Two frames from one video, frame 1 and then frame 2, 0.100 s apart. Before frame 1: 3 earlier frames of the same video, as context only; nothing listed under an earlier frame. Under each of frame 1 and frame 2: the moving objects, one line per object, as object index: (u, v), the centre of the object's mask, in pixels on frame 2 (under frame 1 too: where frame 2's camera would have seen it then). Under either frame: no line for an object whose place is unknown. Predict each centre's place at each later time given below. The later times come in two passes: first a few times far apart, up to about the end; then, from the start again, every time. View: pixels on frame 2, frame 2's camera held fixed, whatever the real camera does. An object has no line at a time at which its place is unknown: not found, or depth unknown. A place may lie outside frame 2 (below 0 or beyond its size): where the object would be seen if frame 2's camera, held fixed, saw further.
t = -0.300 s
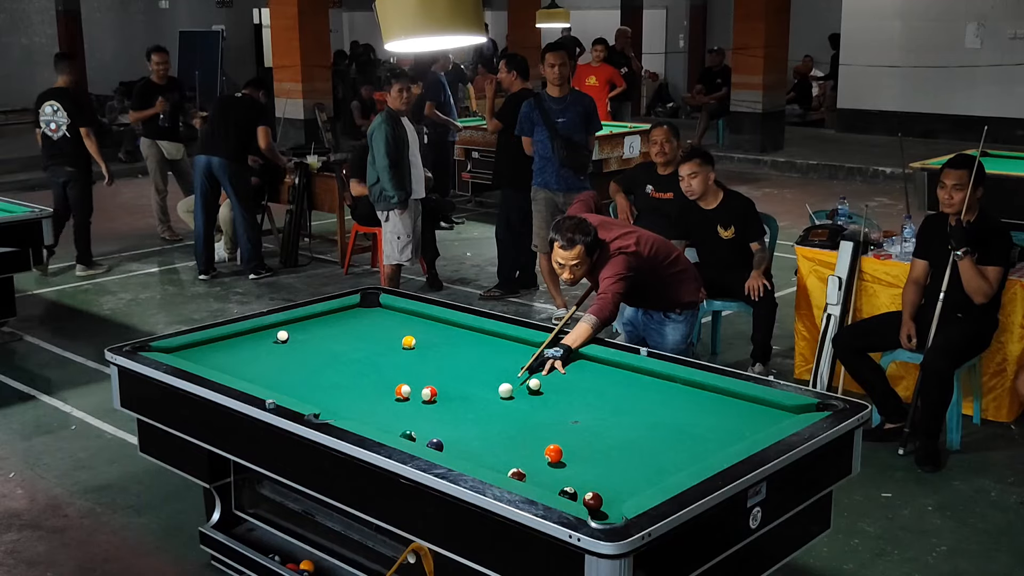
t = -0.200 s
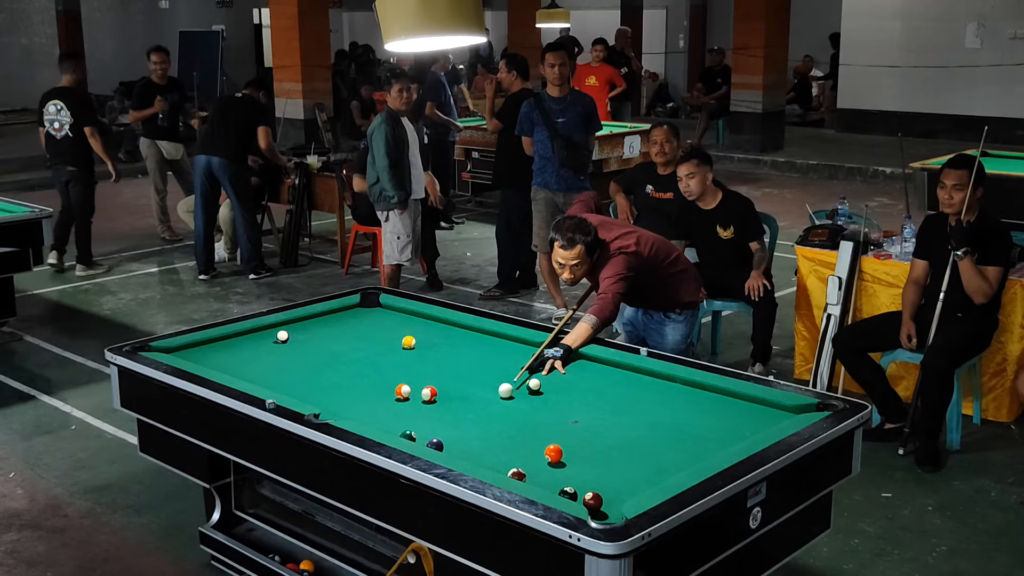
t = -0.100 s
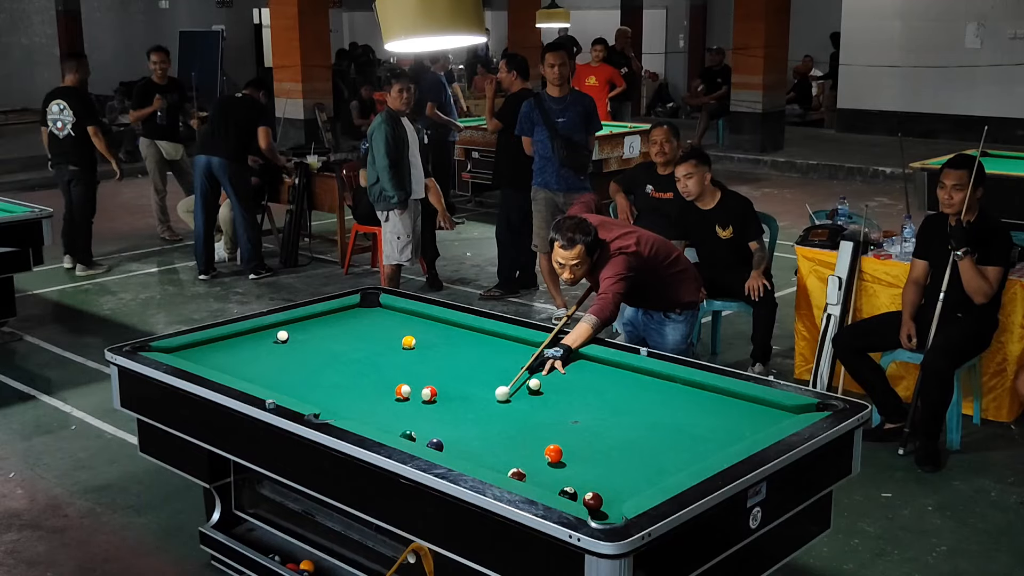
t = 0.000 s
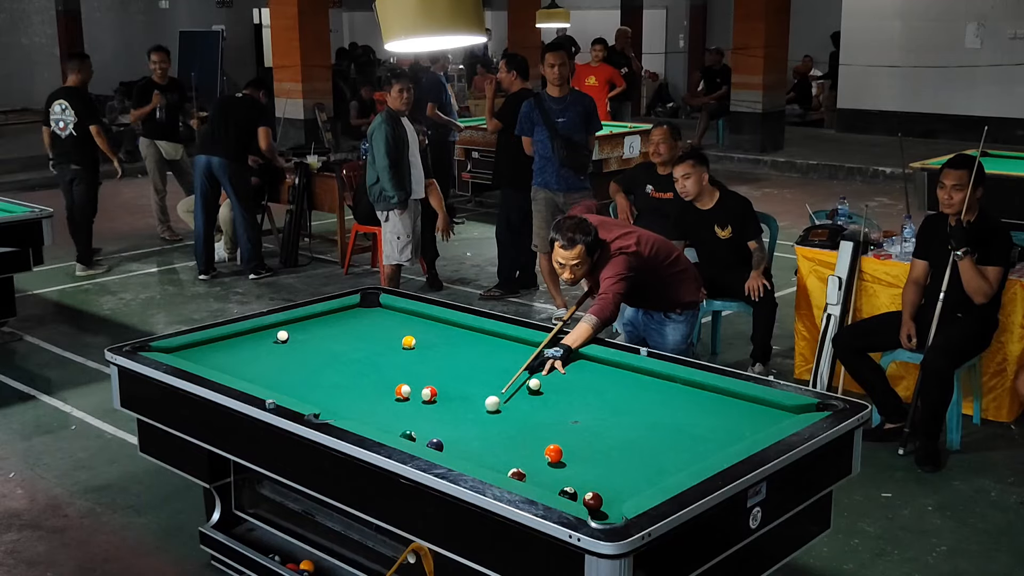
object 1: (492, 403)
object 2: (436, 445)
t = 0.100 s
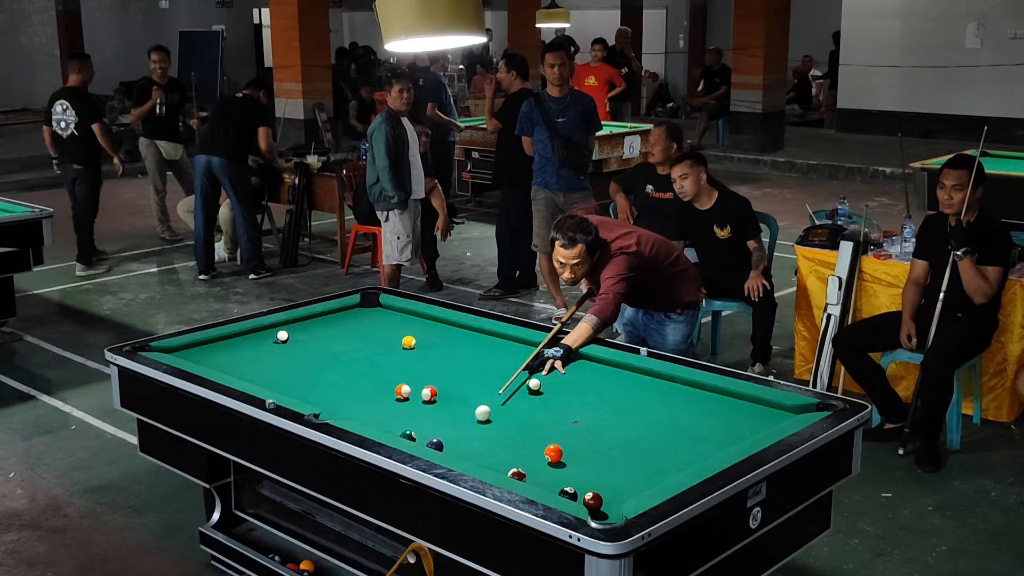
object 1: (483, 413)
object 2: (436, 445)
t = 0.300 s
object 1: (463, 433)
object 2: (436, 445)
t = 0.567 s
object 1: (458, 454)
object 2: (433, 443)
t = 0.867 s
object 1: (505, 461)
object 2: (439, 441)
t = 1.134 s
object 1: (545, 463)
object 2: (443, 436)
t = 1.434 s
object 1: (585, 465)
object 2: (446, 433)
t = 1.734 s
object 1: (623, 467)
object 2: (448, 432)
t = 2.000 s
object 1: (651, 468)
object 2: (448, 432)
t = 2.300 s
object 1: (677, 469)
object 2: (448, 433)
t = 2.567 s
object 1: (680, 466)
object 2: (447, 433)
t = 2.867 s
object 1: (674, 463)
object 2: (447, 433)
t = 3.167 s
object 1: (670, 461)
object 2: (447, 433)
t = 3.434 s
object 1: (667, 460)
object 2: (447, 433)
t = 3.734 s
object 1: (667, 460)
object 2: (447, 433)
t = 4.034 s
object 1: (667, 460)
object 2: (447, 433)
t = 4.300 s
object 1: (667, 460)
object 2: (448, 433)
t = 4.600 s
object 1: (667, 461)
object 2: (448, 433)
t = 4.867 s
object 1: (667, 461)
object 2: (448, 433)
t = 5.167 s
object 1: (667, 460)
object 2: (448, 433)
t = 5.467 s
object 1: (667, 460)
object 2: (448, 433)
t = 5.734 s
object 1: (667, 461)
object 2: (448, 433)
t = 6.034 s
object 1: (667, 461)
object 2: (448, 433)
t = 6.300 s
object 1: (667, 461)
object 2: (448, 433)
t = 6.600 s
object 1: (667, 461)
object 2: (448, 433)
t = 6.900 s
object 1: (667, 461)
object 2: (448, 433)
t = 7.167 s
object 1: (667, 461)
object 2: (448, 433)
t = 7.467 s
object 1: (667, 461)
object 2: (448, 433)
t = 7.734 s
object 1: (667, 461)
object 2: (448, 433)
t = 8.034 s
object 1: (667, 461)
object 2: (447, 433)
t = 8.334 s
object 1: (667, 461)
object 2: (447, 433)
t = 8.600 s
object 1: (667, 461)
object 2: (447, 433)
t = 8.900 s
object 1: (667, 461)
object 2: (447, 433)
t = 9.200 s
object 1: (667, 461)
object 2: (447, 433)
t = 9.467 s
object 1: (667, 461)
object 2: (447, 433)
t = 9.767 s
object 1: (667, 461)
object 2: (447, 433)
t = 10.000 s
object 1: (667, 461)
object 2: (448, 433)
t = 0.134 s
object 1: (480, 416)
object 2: (436, 445)
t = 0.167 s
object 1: (476, 420)
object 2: (436, 445)
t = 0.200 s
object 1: (473, 423)
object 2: (436, 445)
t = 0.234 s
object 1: (470, 426)
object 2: (436, 445)
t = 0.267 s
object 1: (466, 430)
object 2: (436, 445)
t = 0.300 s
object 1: (463, 433)
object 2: (436, 445)
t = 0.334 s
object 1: (460, 437)
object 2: (436, 445)
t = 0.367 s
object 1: (456, 440)
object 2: (435, 445)
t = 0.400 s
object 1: (453, 443)
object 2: (435, 445)
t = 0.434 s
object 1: (453, 446)
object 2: (433, 444)
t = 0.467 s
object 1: (454, 449)
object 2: (431, 444)
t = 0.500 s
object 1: (455, 451)
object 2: (431, 444)
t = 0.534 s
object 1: (456, 453)
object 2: (432, 444)
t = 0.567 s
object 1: (458, 454)
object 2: (433, 443)
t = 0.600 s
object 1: (463, 455)
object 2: (434, 443)
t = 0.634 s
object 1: (469, 456)
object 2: (434, 443)
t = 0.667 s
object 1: (474, 457)
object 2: (435, 442)
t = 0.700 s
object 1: (479, 458)
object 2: (436, 442)
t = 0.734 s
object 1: (485, 459)
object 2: (437, 442)
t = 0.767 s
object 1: (490, 460)
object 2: (437, 442)
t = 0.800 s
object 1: (495, 460)
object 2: (438, 442)
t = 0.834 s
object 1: (500, 460)
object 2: (439, 441)
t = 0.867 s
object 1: (505, 461)
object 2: (439, 441)
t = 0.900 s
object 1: (510, 461)
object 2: (440, 441)
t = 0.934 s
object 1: (516, 461)
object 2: (440, 438)
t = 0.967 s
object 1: (521, 461)
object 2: (441, 438)
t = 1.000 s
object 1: (525, 462)
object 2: (441, 437)
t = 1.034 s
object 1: (530, 462)
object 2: (442, 437)
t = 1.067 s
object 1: (535, 463)
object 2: (442, 436)
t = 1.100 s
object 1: (540, 463)
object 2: (443, 436)
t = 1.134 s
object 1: (545, 463)
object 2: (443, 436)
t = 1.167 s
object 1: (549, 463)
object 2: (444, 436)
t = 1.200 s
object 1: (554, 464)
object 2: (444, 435)
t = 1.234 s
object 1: (559, 464)
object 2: (444, 435)
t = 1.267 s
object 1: (563, 464)
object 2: (445, 435)
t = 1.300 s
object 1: (568, 464)
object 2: (445, 434)
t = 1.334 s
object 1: (572, 464)
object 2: (446, 434)
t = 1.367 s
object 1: (577, 465)
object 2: (446, 434)
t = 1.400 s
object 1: (581, 465)
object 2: (446, 433)
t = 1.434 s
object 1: (585, 465)
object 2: (446, 433)
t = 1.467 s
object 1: (589, 465)
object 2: (447, 433)
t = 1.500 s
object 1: (594, 465)
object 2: (447, 433)
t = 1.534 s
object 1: (600, 466)
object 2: (447, 432)
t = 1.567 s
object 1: (604, 466)
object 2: (448, 432)
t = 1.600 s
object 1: (608, 466)
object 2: (448, 432)
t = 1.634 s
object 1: (612, 466)
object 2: (448, 432)
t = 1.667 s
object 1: (616, 466)
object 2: (448, 432)
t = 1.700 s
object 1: (619, 467)
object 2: (448, 432)
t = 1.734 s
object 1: (623, 467)
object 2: (448, 432)
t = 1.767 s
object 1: (627, 467)
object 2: (448, 432)
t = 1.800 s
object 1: (630, 467)
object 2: (448, 432)
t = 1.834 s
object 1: (634, 467)
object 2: (448, 432)
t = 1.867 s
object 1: (638, 467)
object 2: (448, 432)
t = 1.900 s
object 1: (641, 468)
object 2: (448, 432)
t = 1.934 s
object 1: (644, 468)
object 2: (448, 432)
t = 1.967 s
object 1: (648, 468)
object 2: (448, 432)
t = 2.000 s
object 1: (651, 468)
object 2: (448, 432)
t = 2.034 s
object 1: (654, 468)
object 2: (448, 432)
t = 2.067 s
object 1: (657, 469)
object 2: (448, 432)
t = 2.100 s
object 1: (660, 469)
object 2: (448, 432)
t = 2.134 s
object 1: (663, 469)
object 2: (448, 432)
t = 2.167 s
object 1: (666, 469)
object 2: (448, 432)
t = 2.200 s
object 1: (669, 469)
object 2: (448, 432)
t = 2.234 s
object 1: (672, 469)
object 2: (448, 433)
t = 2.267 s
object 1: (675, 469)
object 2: (448, 433)
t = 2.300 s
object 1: (677, 469)
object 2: (448, 433)
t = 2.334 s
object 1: (679, 468)
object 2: (448, 433)
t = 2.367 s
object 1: (682, 468)
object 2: (448, 433)
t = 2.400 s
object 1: (683, 468)
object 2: (448, 433)
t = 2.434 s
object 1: (682, 467)
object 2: (448, 433)
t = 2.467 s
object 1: (682, 467)
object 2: (447, 433)
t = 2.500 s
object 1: (681, 467)
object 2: (447, 433)
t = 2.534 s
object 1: (681, 466)
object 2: (447, 433)
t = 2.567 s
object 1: (680, 466)
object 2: (447, 433)
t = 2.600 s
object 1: (680, 466)
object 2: (447, 433)
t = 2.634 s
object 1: (679, 466)
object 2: (447, 433)
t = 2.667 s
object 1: (678, 465)
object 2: (447, 433)
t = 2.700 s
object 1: (677, 465)
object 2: (447, 433)
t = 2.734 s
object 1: (677, 465)
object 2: (447, 433)
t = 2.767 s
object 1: (676, 465)
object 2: (447, 433)
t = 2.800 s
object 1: (675, 464)
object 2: (447, 433)
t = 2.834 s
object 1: (674, 464)
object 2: (447, 433)
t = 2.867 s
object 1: (674, 463)
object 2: (447, 433)
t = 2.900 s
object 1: (673, 463)
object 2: (447, 433)
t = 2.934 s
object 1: (673, 463)
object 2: (447, 433)
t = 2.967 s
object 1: (672, 462)
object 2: (447, 433)
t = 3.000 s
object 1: (672, 462)
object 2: (447, 433)
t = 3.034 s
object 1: (671, 462)
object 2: (447, 433)
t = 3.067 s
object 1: (671, 462)
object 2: (447, 433)
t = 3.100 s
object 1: (670, 461)
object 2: (447, 433)
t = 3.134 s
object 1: (670, 461)
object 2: (447, 433)
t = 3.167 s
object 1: (670, 461)
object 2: (447, 433)
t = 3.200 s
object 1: (669, 461)
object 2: (447, 433)
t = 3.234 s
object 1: (669, 461)
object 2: (447, 433)
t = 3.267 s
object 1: (668, 461)
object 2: (447, 433)
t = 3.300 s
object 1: (668, 461)
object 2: (447, 433)
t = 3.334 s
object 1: (668, 461)
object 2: (447, 433)
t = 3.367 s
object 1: (667, 461)
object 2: (447, 433)
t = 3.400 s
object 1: (667, 460)
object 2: (447, 433)
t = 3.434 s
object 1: (667, 460)
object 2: (447, 433)
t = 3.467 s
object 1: (667, 460)
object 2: (447, 433)
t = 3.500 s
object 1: (667, 460)
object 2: (447, 433)
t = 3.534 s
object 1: (667, 460)
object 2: (447, 433)
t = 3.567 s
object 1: (667, 460)
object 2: (447, 433)
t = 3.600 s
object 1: (667, 460)
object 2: (447, 433)
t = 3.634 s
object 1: (667, 460)
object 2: (447, 433)
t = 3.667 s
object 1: (667, 460)
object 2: (447, 433)
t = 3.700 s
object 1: (667, 460)
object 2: (447, 433)
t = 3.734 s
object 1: (667, 460)
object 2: (447, 433)
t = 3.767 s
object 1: (667, 460)
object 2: (447, 433)
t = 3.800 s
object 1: (667, 460)
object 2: (447, 433)
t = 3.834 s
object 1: (667, 460)
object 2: (447, 433)
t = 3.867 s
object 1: (667, 460)
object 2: (447, 433)
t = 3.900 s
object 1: (667, 460)
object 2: (447, 433)
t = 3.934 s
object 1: (667, 460)
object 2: (447, 433)
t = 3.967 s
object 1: (667, 460)
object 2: (447, 433)
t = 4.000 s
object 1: (667, 460)
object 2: (448, 433)
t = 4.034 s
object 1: (667, 460)
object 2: (447, 433)
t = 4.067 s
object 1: (667, 460)
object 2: (447, 433)
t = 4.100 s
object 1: (667, 460)
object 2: (448, 433)
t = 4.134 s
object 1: (667, 460)
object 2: (448, 433)
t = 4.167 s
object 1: (667, 460)
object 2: (448, 433)
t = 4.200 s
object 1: (667, 460)
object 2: (448, 433)
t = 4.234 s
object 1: (667, 460)
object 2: (448, 433)
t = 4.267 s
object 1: (667, 460)
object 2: (448, 433)
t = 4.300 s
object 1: (667, 460)
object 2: (448, 433)
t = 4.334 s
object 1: (667, 460)
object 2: (448, 433)
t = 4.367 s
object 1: (667, 460)
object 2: (448, 433)
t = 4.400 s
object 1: (667, 460)
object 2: (448, 433)
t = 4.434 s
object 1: (667, 460)
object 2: (448, 433)
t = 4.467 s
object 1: (667, 461)
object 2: (448, 433)
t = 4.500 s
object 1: (667, 461)
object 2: (448, 433)
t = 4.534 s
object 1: (667, 461)
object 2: (448, 433)
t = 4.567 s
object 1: (667, 461)
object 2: (448, 433)
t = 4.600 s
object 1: (667, 461)
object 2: (448, 433)
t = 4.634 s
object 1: (667, 461)
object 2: (448, 433)
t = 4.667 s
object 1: (667, 461)
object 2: (448, 433)
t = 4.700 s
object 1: (667, 461)
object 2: (448, 433)
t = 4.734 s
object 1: (667, 461)
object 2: (448, 433)
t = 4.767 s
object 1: (667, 461)
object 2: (448, 433)
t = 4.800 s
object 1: (667, 461)
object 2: (448, 433)
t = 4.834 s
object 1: (667, 461)
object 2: (448, 433)
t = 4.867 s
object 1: (667, 461)
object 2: (448, 433)
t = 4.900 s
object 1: (667, 461)
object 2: (448, 433)
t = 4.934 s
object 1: (667, 461)
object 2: (448, 433)
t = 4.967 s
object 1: (667, 461)
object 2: (448, 433)
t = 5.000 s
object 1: (667, 460)
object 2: (448, 433)
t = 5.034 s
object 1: (667, 460)
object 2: (448, 433)
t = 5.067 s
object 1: (667, 460)
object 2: (448, 433)
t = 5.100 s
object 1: (667, 460)
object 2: (448, 433)
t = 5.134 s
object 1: (667, 460)
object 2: (448, 433)
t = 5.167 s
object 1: (667, 460)
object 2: (448, 433)
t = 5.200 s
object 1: (667, 461)
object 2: (448, 433)
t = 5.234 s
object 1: (667, 461)
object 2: (448, 433)
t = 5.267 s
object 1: (667, 461)
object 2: (448, 433)
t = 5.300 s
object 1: (667, 461)
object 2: (448, 433)
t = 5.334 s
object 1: (667, 461)
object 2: (448, 433)
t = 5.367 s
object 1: (667, 461)
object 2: (448, 433)
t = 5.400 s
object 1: (667, 461)
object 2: (448, 433)
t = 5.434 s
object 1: (667, 461)
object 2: (448, 433)
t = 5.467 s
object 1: (667, 460)
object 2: (448, 433)
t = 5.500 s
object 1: (667, 461)
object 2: (448, 433)
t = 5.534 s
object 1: (667, 460)
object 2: (448, 433)
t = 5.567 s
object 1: (667, 460)
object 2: (448, 433)
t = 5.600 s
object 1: (667, 461)
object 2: (448, 433)
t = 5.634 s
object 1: (667, 461)
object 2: (448, 433)
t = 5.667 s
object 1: (667, 461)
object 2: (448, 433)
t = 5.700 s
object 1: (667, 460)
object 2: (448, 433)
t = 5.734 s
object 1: (667, 461)
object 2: (448, 433)
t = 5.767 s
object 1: (667, 461)
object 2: (448, 433)
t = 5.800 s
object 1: (667, 461)
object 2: (448, 433)
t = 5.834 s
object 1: (667, 461)
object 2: (448, 433)
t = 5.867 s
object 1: (667, 461)
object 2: (448, 433)
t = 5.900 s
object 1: (667, 461)
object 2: (448, 433)
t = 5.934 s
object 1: (667, 461)
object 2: (448, 433)
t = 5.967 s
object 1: (667, 461)
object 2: (448, 433)
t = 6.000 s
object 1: (667, 461)
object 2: (448, 433)
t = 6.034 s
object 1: (667, 461)
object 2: (448, 433)
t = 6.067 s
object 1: (667, 461)
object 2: (448, 433)
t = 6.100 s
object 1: (667, 461)
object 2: (448, 433)
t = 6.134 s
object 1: (667, 461)
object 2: (448, 433)
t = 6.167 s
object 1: (667, 461)
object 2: (448, 433)
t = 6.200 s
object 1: (667, 461)
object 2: (448, 433)
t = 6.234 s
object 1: (667, 461)
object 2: (448, 433)
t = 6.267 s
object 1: (667, 461)
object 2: (448, 433)
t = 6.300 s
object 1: (667, 461)
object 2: (448, 433)
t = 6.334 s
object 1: (667, 461)
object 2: (448, 433)
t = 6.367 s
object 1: (667, 461)
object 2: (448, 433)
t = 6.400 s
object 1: (667, 461)
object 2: (448, 433)
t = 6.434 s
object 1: (667, 461)
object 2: (448, 433)
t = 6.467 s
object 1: (667, 461)
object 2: (448, 433)
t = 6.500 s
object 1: (667, 461)
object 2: (448, 433)
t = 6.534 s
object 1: (667, 461)
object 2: (448, 433)
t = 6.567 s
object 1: (667, 461)
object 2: (448, 433)
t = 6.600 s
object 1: (667, 461)
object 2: (448, 433)
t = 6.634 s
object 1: (667, 461)
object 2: (448, 433)
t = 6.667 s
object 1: (667, 461)
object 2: (448, 433)
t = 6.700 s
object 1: (667, 461)
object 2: (448, 433)
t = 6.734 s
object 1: (667, 461)
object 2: (448, 433)
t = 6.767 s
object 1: (667, 461)
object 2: (448, 433)
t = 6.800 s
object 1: (667, 461)
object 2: (448, 433)
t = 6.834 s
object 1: (667, 461)
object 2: (448, 433)
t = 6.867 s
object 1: (667, 461)
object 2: (448, 433)
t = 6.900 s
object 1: (667, 461)
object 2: (448, 433)
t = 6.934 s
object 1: (667, 461)
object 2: (448, 433)
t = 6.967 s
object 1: (667, 461)
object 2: (448, 433)
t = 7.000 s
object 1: (667, 461)
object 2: (448, 433)
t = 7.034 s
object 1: (667, 461)
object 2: (448, 433)
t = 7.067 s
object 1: (667, 461)
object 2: (448, 433)
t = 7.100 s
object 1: (667, 461)
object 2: (448, 433)
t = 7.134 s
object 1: (667, 461)
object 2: (448, 433)
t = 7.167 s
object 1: (667, 461)
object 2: (448, 433)
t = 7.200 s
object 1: (667, 461)
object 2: (448, 433)
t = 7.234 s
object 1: (667, 461)
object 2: (448, 433)
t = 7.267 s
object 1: (667, 461)
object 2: (448, 433)
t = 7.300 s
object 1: (667, 461)
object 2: (448, 433)
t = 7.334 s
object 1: (667, 461)
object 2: (448, 433)
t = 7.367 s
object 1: (667, 461)
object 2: (448, 433)
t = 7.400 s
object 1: (667, 461)
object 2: (448, 433)
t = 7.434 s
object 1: (667, 461)
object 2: (448, 433)
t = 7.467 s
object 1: (667, 461)
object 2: (448, 433)
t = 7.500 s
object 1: (667, 461)
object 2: (448, 433)
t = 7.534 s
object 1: (667, 461)
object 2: (448, 433)
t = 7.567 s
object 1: (667, 461)
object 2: (448, 433)
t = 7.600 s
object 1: (667, 461)
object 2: (448, 433)
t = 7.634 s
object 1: (667, 461)
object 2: (448, 433)
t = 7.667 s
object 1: (667, 461)
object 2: (448, 433)
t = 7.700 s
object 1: (667, 461)
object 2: (448, 433)
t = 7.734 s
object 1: (667, 461)
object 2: (448, 433)
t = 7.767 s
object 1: (667, 461)
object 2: (448, 433)
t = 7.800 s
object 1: (667, 461)
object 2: (448, 433)
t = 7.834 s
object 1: (667, 461)
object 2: (448, 433)
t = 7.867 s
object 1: (667, 461)
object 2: (448, 433)
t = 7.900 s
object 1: (667, 461)
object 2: (448, 433)
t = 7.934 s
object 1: (667, 461)
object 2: (447, 433)
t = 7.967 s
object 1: (667, 461)
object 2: (447, 433)
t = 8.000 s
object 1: (667, 461)
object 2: (447, 433)
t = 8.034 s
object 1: (667, 461)
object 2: (447, 433)
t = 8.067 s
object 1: (667, 461)
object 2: (447, 433)
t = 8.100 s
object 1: (667, 461)
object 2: (447, 433)
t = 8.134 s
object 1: (667, 461)
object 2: (447, 433)
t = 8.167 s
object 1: (667, 461)
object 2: (447, 433)
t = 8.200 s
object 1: (667, 461)
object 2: (447, 433)
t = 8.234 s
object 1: (667, 461)
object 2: (447, 433)
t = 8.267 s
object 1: (667, 461)
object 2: (447, 433)
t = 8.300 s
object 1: (667, 461)
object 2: (447, 433)
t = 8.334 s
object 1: (667, 461)
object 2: (447, 433)
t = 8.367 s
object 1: (667, 461)
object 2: (447, 433)
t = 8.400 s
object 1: (667, 461)
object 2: (447, 433)
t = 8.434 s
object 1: (667, 461)
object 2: (447, 433)
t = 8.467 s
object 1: (667, 461)
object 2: (447, 433)
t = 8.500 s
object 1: (667, 461)
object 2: (447, 433)
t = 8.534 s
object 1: (667, 461)
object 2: (447, 433)
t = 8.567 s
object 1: (667, 461)
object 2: (447, 433)
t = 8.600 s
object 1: (667, 461)
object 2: (447, 433)
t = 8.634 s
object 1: (667, 461)
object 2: (447, 433)
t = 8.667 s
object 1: (667, 461)
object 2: (447, 433)
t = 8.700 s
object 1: (667, 461)
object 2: (447, 433)
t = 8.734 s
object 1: (667, 461)
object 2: (447, 433)
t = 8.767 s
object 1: (667, 461)
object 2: (447, 433)
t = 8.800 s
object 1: (667, 461)
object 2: (447, 433)
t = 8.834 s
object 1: (667, 461)
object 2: (447, 433)
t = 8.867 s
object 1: (667, 461)
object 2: (447, 433)
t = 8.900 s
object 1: (667, 461)
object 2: (447, 433)
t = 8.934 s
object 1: (667, 461)
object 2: (447, 433)
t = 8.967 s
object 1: (667, 461)
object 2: (447, 433)
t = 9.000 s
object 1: (667, 461)
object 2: (447, 433)
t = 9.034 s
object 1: (667, 461)
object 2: (447, 433)
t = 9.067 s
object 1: (667, 461)
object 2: (447, 433)
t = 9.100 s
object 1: (667, 461)
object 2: (447, 433)
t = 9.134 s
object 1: (667, 461)
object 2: (447, 433)
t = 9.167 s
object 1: (667, 461)
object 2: (448, 433)
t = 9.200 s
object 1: (667, 461)
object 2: (447, 433)
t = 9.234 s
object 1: (667, 461)
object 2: (447, 433)
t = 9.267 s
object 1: (667, 461)
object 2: (448, 433)
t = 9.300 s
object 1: (667, 461)
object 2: (448, 433)
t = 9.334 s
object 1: (667, 461)
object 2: (448, 433)
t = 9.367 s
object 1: (667, 461)
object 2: (448, 433)
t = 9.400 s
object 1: (667, 461)
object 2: (448, 433)
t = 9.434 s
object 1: (667, 461)
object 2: (447, 433)
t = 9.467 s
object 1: (667, 461)
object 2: (447, 433)
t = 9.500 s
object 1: (667, 461)
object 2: (447, 433)
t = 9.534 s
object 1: (667, 461)
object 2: (448, 433)
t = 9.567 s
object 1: (667, 461)
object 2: (447, 433)
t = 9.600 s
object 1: (667, 461)
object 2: (447, 433)
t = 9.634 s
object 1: (667, 461)
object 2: (447, 433)
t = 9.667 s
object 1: (667, 461)
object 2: (447, 433)
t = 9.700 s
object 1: (667, 461)
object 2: (447, 433)
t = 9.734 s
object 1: (667, 461)
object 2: (447, 433)
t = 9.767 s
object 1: (667, 461)
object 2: (447, 433)
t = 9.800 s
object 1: (667, 461)
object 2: (447, 433)
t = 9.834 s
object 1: (667, 461)
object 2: (447, 433)
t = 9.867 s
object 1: (667, 461)
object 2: (447, 433)
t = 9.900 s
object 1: (667, 461)
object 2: (447, 433)
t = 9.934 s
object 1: (667, 461)
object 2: (447, 433)
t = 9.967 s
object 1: (667, 461)
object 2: (448, 433)
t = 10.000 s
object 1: (667, 461)
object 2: (448, 433)
